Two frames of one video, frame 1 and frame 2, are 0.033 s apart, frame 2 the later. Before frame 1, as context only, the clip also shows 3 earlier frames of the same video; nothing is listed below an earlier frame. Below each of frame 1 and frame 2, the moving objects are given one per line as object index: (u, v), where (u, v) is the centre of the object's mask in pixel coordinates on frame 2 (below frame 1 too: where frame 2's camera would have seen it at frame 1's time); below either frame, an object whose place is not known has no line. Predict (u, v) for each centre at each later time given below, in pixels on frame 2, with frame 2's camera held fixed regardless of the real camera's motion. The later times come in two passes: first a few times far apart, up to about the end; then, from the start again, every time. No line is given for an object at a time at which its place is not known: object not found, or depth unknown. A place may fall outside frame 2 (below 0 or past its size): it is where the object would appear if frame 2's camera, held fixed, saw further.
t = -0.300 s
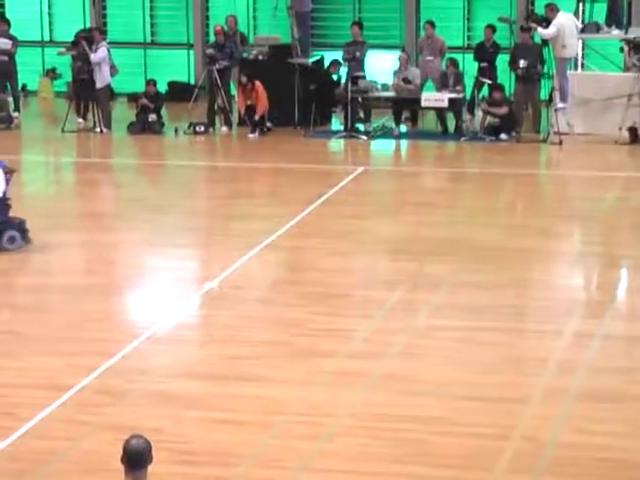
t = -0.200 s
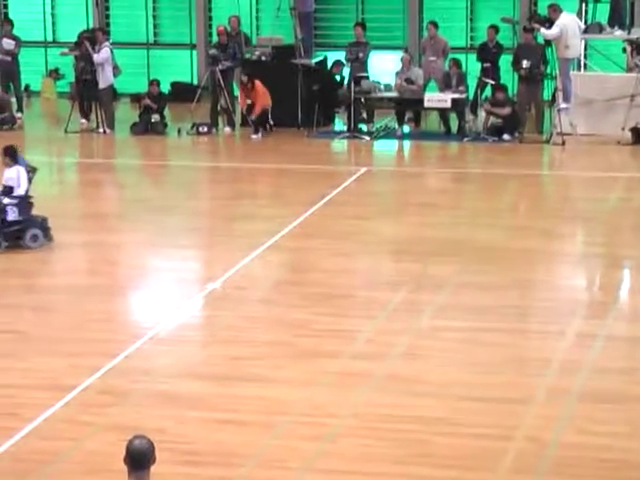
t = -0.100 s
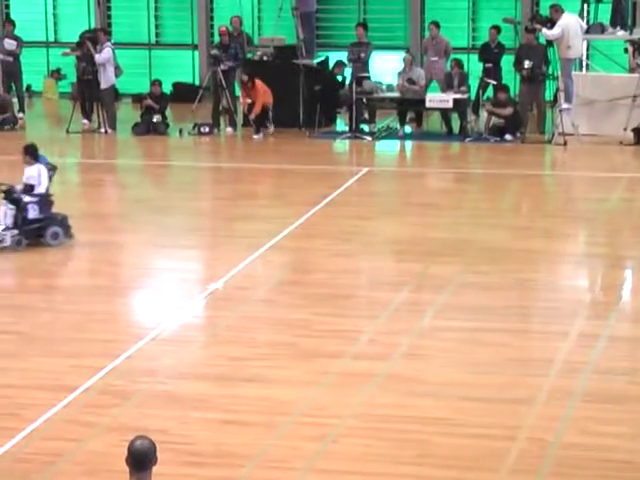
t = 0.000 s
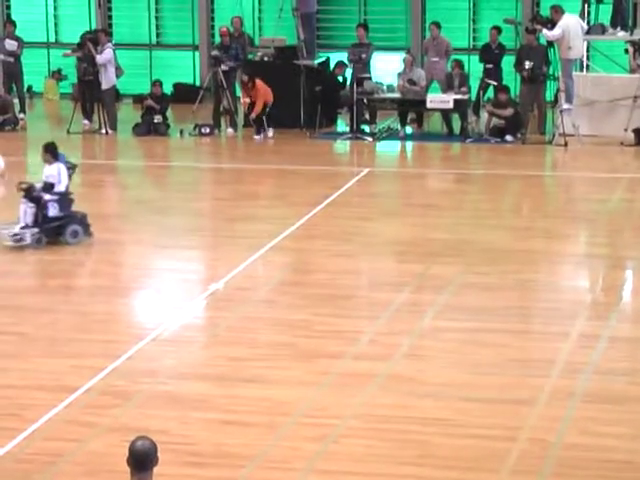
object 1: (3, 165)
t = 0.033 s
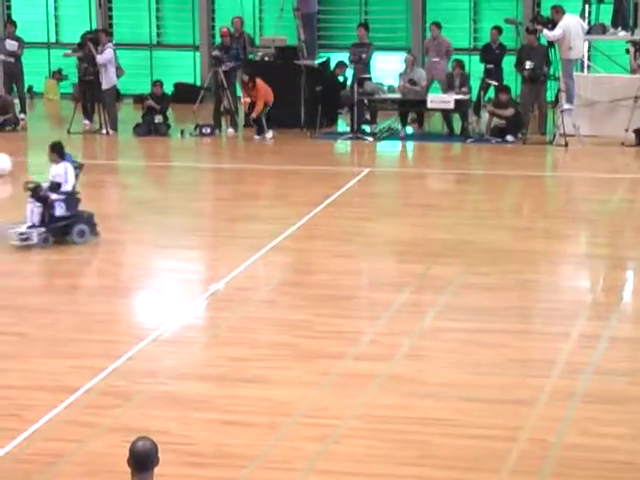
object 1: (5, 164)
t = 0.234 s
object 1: (35, 156)
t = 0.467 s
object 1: (74, 151)
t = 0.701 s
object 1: (112, 144)
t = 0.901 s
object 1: (143, 138)
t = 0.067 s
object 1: (7, 162)
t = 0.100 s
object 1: (11, 161)
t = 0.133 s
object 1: (16, 160)
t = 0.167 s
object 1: (23, 160)
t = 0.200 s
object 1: (28, 158)
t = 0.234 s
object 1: (35, 156)
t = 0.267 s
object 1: (40, 156)
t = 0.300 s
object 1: (47, 156)
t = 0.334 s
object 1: (52, 154)
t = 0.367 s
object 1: (58, 153)
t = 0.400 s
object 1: (64, 152)
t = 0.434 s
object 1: (69, 153)
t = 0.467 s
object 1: (74, 151)
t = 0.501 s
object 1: (80, 149)
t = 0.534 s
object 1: (86, 148)
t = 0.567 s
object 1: (91, 148)
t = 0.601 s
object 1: (96, 147)
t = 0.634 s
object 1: (102, 146)
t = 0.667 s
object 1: (107, 145)
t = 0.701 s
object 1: (112, 144)
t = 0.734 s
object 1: (117, 143)
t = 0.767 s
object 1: (122, 142)
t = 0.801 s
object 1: (128, 141)
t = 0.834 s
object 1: (133, 140)
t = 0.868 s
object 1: (138, 139)
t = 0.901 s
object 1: (143, 138)
